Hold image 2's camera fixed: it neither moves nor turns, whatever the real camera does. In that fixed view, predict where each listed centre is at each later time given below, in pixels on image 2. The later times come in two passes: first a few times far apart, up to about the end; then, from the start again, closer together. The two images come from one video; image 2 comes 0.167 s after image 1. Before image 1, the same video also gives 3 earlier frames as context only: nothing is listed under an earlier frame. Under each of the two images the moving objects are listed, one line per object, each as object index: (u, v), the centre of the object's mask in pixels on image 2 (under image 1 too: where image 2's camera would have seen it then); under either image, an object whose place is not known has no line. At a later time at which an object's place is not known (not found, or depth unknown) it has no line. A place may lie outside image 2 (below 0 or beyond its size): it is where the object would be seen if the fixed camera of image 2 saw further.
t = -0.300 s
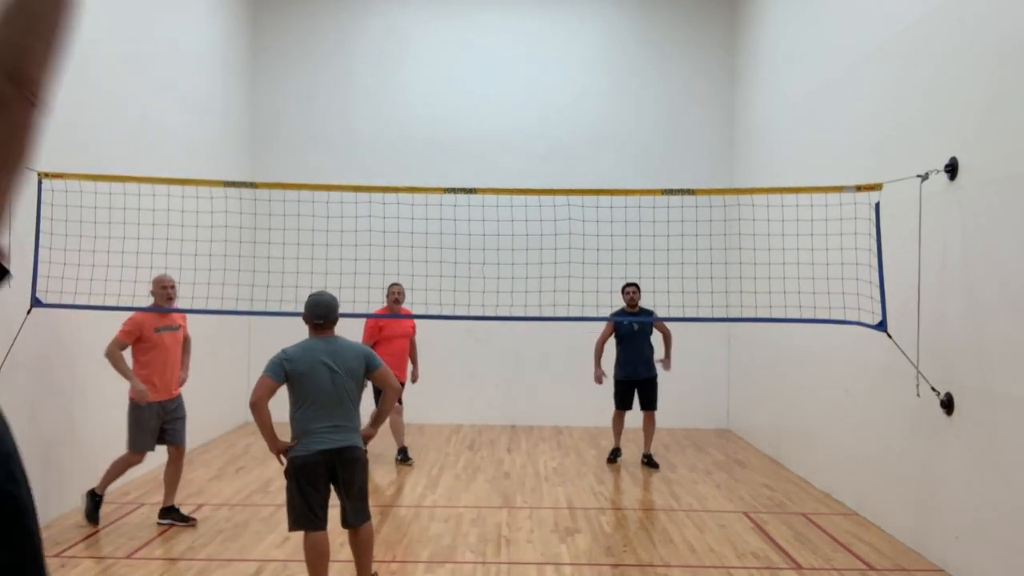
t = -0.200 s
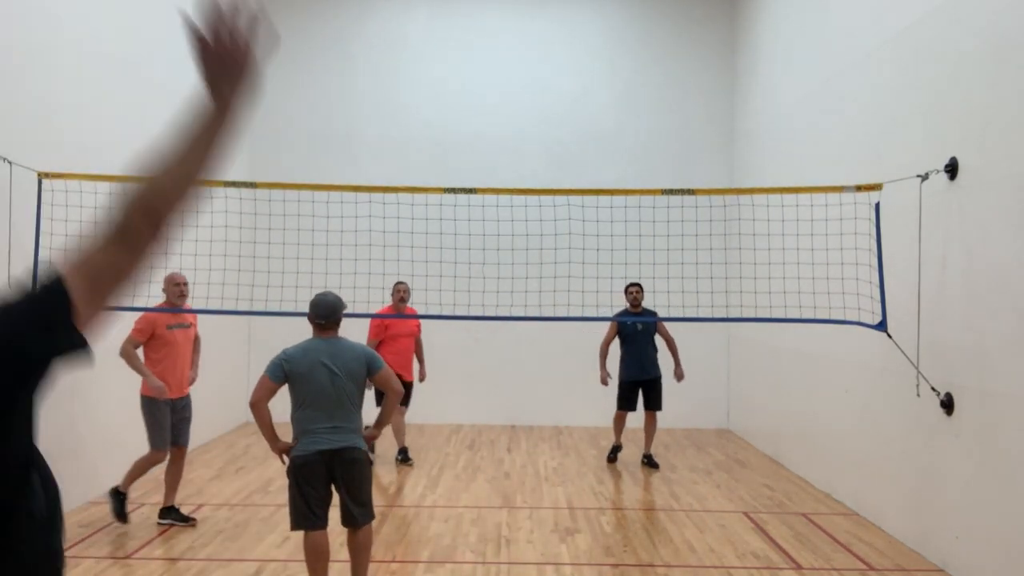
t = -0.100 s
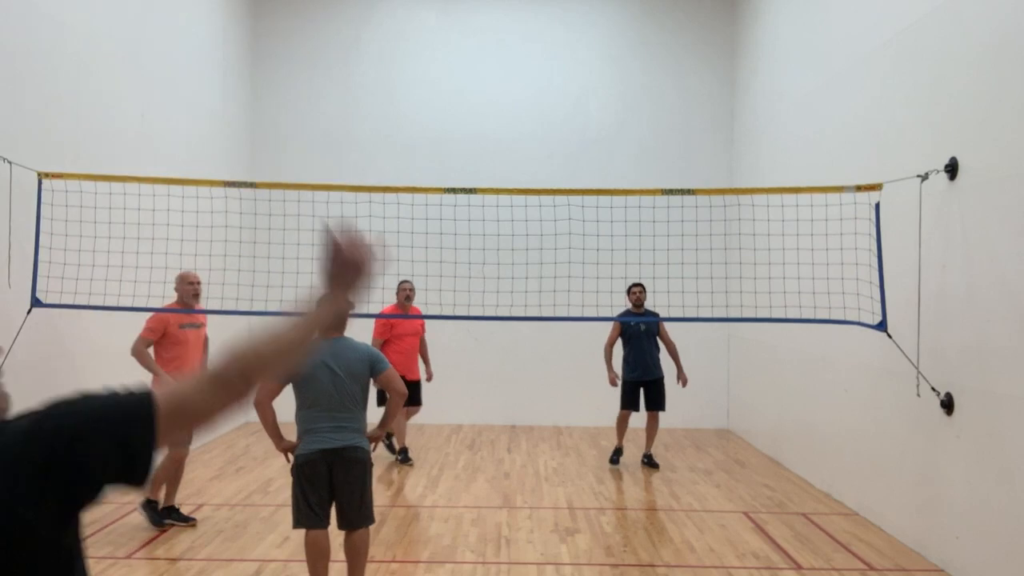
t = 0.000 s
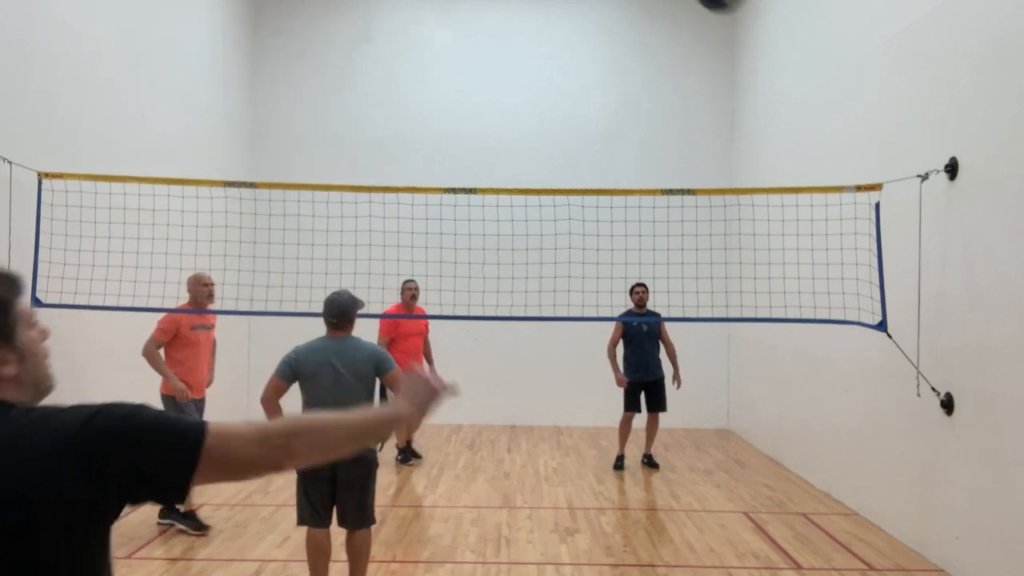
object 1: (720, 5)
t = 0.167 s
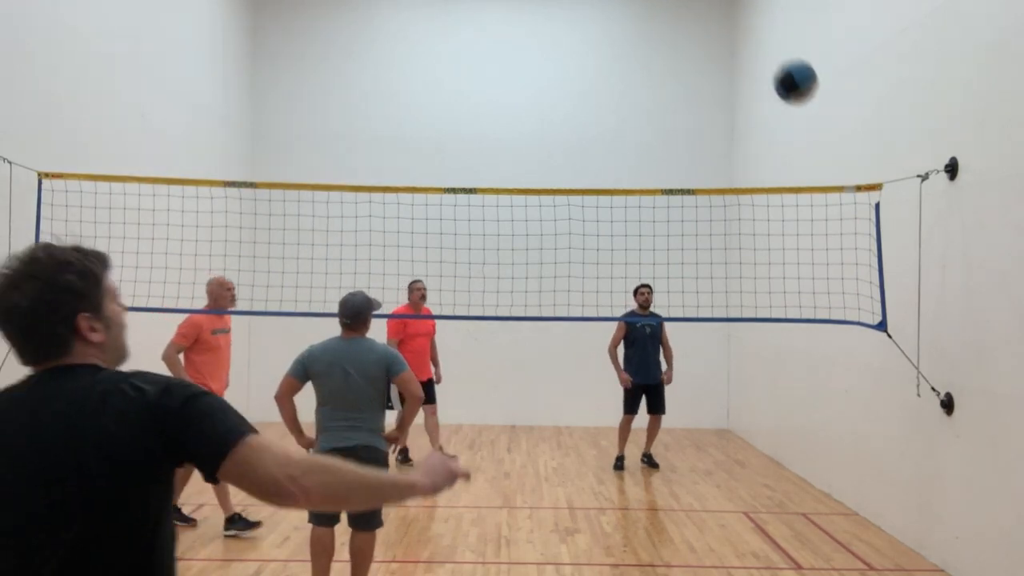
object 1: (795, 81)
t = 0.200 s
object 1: (806, 102)
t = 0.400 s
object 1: (850, 207)
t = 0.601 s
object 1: (914, 326)
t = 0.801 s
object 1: (975, 517)
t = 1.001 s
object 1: (934, 534)
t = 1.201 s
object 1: (873, 478)
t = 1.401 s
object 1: (802, 496)
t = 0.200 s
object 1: (806, 102)
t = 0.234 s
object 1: (815, 122)
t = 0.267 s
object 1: (823, 143)
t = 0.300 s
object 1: (831, 163)
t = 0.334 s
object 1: (837, 184)
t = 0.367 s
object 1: (842, 196)
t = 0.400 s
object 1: (850, 207)
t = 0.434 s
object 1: (860, 223)
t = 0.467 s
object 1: (871, 240)
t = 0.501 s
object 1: (883, 260)
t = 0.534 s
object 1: (894, 280)
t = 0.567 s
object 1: (903, 302)
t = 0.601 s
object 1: (914, 326)
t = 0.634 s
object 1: (926, 353)
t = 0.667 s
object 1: (935, 383)
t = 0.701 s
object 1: (947, 415)
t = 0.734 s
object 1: (957, 449)
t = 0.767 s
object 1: (968, 483)
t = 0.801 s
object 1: (975, 517)
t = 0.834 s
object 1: (970, 545)
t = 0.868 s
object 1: (967, 564)
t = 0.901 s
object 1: (962, 570)
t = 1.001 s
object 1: (934, 534)
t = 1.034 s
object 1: (924, 520)
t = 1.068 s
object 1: (914, 509)
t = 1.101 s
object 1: (905, 498)
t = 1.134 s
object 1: (895, 490)
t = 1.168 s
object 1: (884, 483)
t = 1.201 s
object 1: (873, 478)
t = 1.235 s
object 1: (862, 475)
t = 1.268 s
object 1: (850, 475)
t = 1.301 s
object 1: (838, 477)
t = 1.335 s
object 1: (826, 482)
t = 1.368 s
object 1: (814, 488)
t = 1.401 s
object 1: (802, 496)
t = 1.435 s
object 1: (789, 508)
